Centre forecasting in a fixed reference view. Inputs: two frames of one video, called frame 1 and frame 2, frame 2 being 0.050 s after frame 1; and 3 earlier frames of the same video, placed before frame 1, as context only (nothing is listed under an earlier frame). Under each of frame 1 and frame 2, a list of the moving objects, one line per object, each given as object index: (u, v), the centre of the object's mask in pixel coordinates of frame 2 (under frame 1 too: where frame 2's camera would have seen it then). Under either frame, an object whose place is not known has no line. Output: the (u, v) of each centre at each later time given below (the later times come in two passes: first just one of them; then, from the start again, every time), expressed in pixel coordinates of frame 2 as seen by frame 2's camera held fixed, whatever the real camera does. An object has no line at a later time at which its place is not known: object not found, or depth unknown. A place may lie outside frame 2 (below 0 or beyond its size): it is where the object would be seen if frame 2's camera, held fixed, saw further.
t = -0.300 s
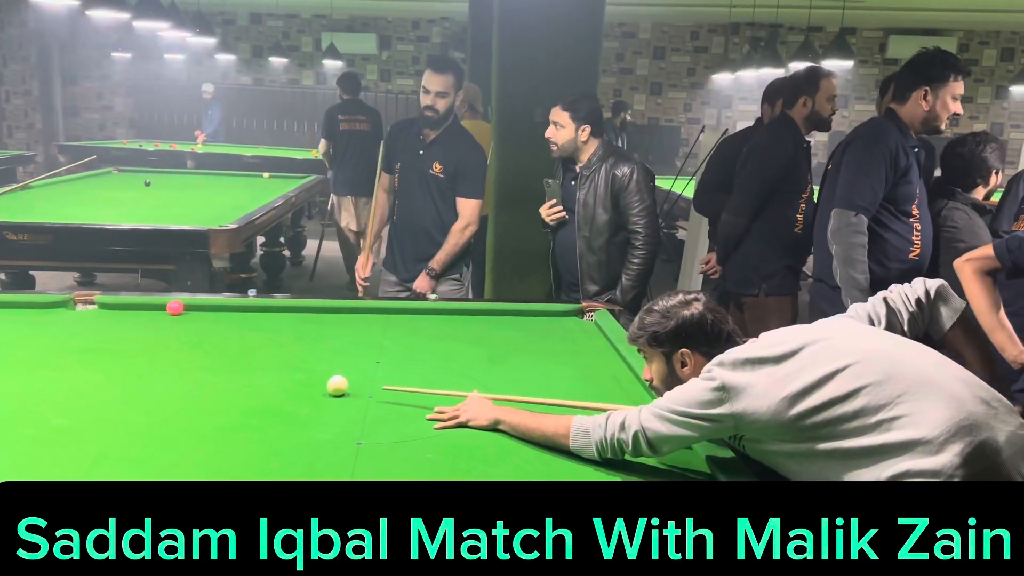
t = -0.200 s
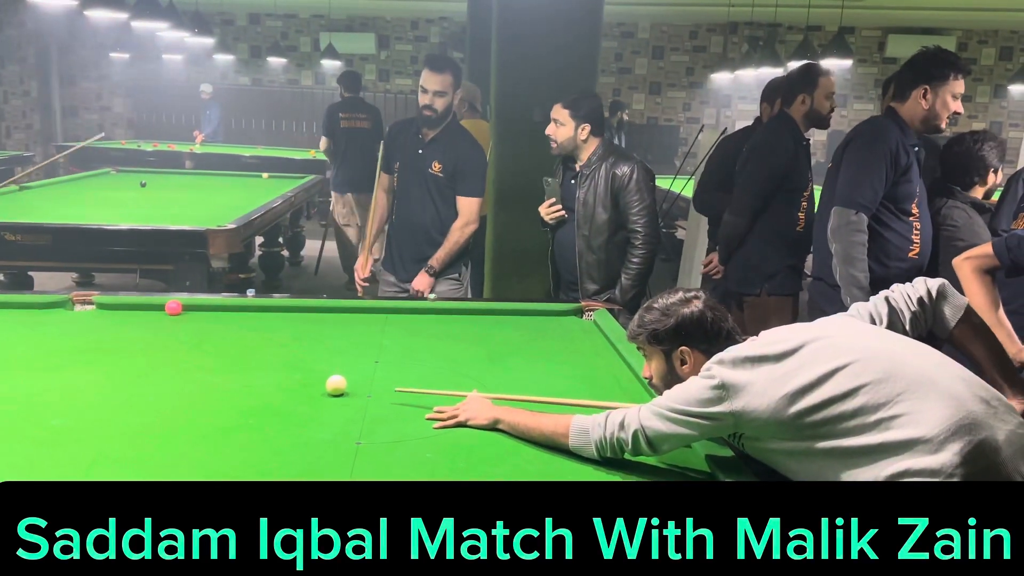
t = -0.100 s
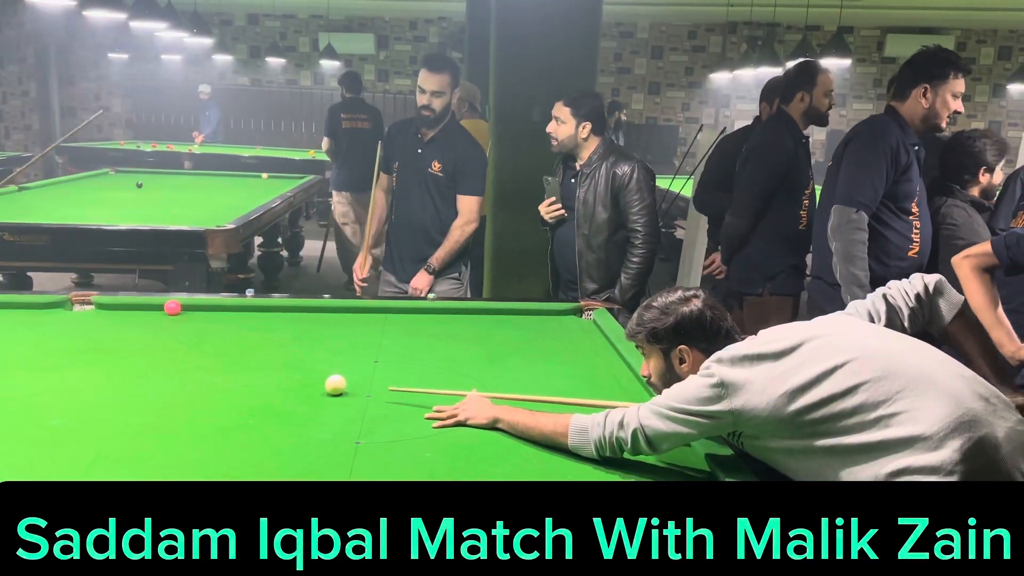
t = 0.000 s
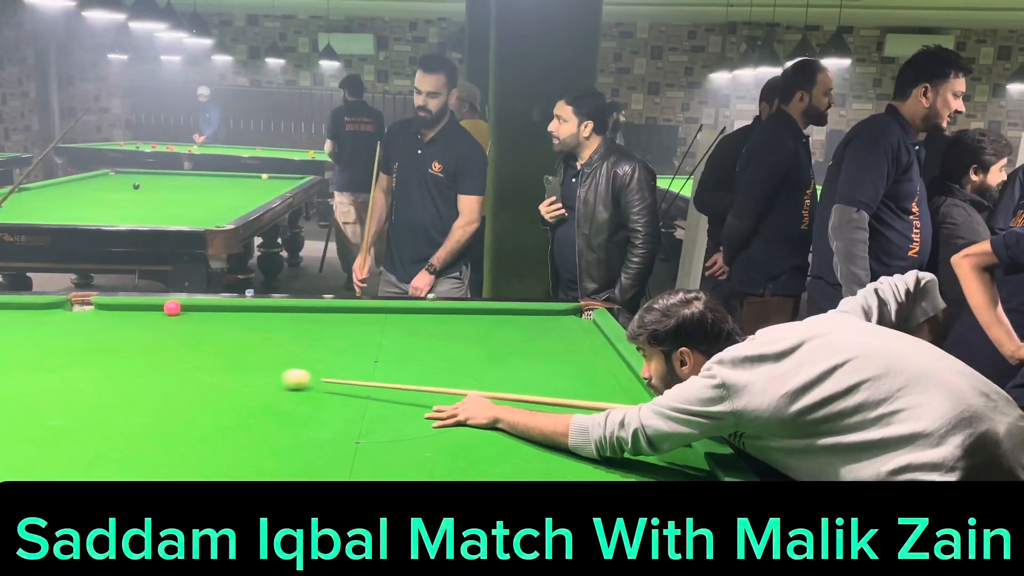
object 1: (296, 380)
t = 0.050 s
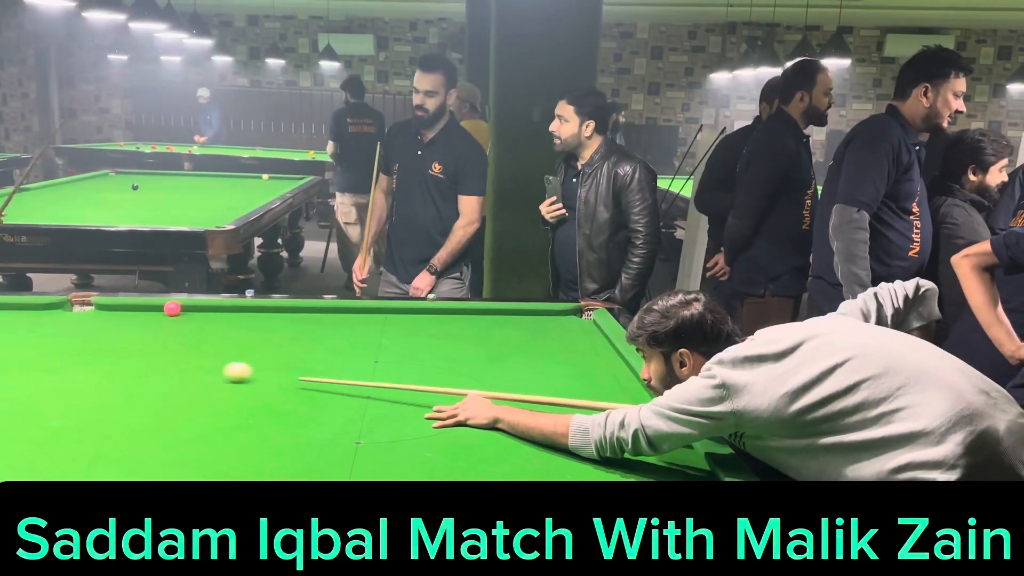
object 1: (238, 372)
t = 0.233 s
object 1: (65, 349)
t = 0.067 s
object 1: (219, 370)
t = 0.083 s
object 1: (201, 368)
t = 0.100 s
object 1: (184, 365)
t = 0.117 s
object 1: (168, 363)
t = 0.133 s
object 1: (152, 361)
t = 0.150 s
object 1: (137, 359)
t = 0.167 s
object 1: (121, 356)
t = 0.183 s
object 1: (107, 354)
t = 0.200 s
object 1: (93, 353)
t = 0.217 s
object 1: (79, 351)
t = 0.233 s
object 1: (65, 349)
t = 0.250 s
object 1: (52, 347)
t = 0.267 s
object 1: (38, 345)
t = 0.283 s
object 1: (25, 343)
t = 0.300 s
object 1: (12, 341)
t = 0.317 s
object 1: (1, 339)
